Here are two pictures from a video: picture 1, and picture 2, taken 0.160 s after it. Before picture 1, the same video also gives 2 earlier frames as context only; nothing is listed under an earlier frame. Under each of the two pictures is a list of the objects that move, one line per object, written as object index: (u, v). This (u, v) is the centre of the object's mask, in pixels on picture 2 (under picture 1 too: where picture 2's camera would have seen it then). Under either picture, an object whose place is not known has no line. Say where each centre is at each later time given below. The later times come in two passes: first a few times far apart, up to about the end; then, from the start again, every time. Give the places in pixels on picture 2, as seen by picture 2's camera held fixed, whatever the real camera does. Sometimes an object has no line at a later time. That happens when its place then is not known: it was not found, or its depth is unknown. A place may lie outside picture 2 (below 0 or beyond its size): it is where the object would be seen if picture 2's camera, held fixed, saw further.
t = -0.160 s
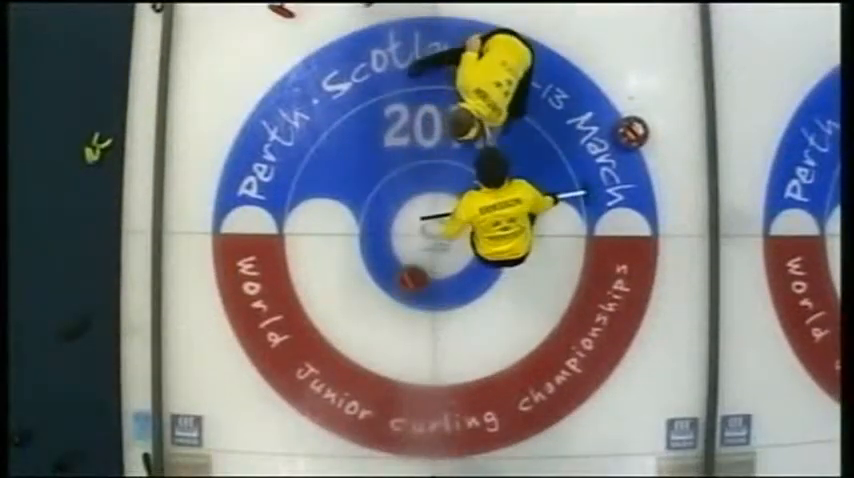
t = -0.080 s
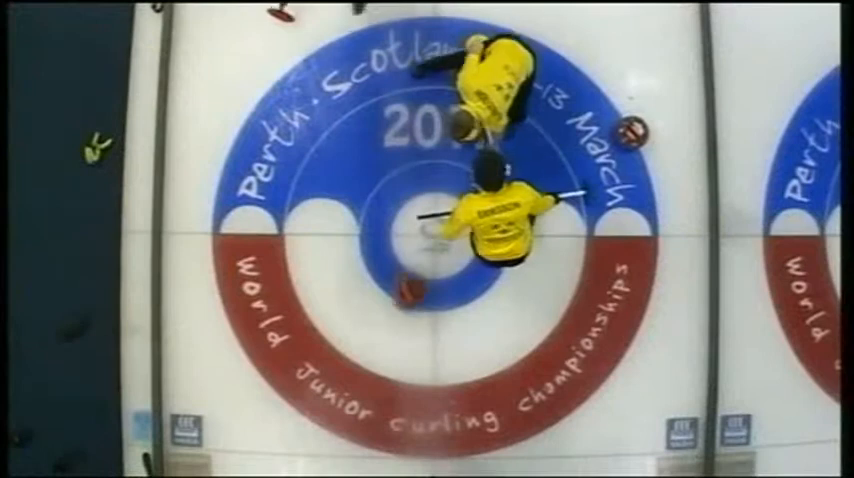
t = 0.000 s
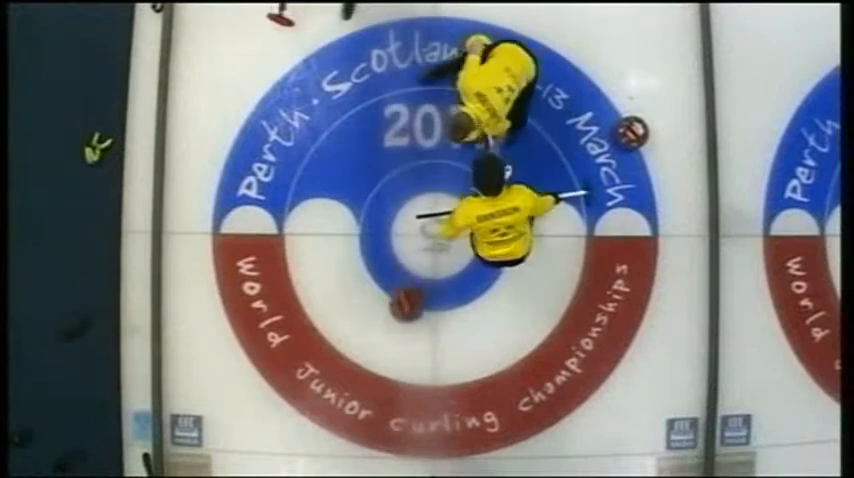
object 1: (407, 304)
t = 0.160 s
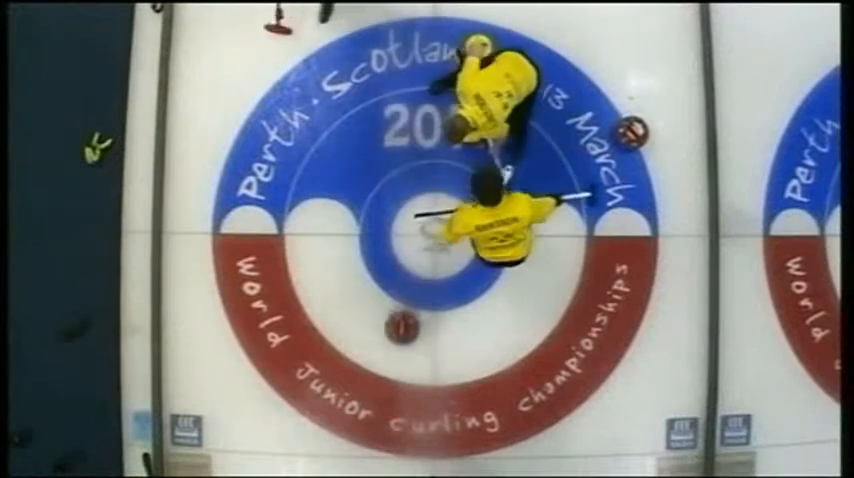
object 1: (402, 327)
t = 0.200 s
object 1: (401, 333)
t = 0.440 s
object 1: (395, 365)
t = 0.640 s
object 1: (394, 391)
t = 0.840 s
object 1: (384, 415)
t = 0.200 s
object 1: (401, 333)
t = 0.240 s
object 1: (400, 338)
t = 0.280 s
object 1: (399, 344)
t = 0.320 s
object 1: (398, 349)
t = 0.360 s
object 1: (397, 355)
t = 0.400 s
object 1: (396, 360)
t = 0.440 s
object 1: (395, 365)
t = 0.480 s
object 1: (394, 370)
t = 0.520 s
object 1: (394, 375)
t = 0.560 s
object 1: (393, 379)
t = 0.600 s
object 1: (393, 384)
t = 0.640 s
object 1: (394, 391)
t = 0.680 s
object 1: (391, 397)
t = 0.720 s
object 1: (387, 402)
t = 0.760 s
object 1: (386, 406)
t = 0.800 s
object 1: (384, 410)
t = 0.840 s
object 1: (384, 415)
